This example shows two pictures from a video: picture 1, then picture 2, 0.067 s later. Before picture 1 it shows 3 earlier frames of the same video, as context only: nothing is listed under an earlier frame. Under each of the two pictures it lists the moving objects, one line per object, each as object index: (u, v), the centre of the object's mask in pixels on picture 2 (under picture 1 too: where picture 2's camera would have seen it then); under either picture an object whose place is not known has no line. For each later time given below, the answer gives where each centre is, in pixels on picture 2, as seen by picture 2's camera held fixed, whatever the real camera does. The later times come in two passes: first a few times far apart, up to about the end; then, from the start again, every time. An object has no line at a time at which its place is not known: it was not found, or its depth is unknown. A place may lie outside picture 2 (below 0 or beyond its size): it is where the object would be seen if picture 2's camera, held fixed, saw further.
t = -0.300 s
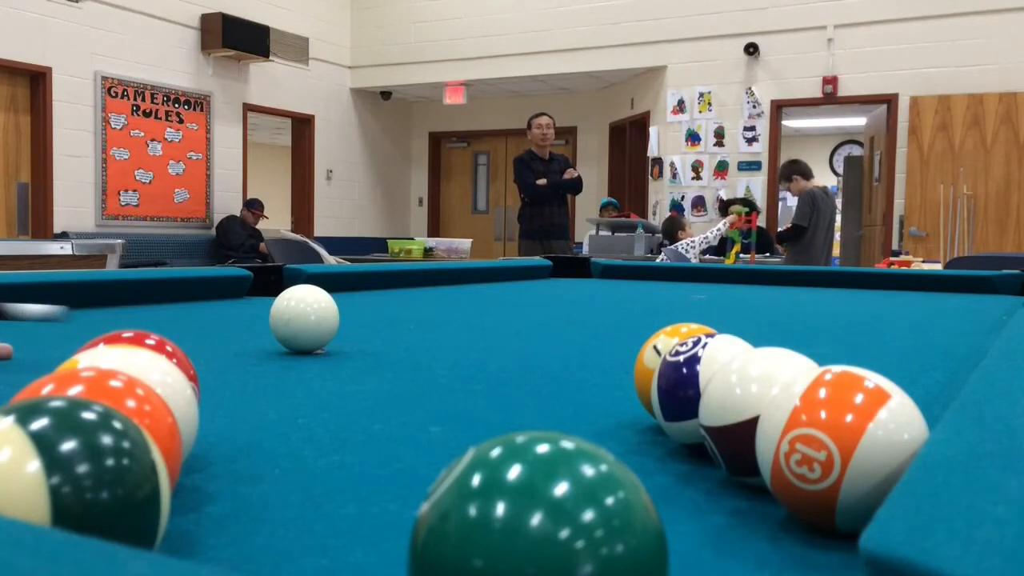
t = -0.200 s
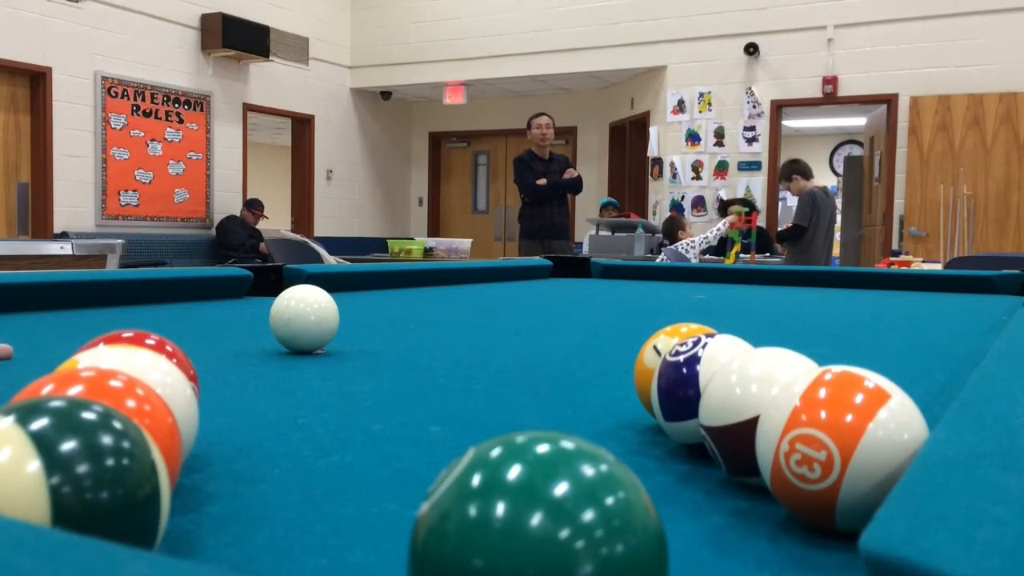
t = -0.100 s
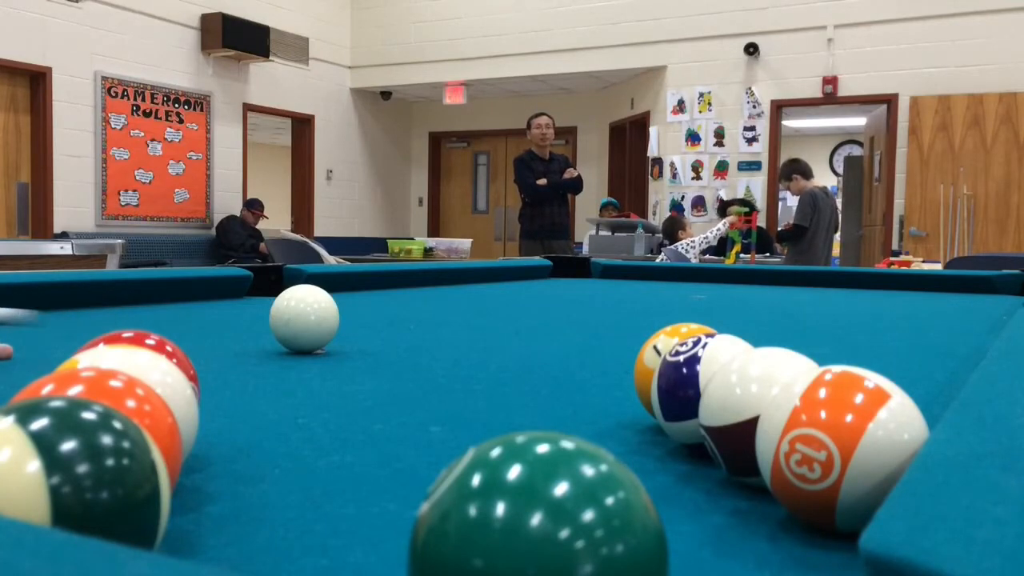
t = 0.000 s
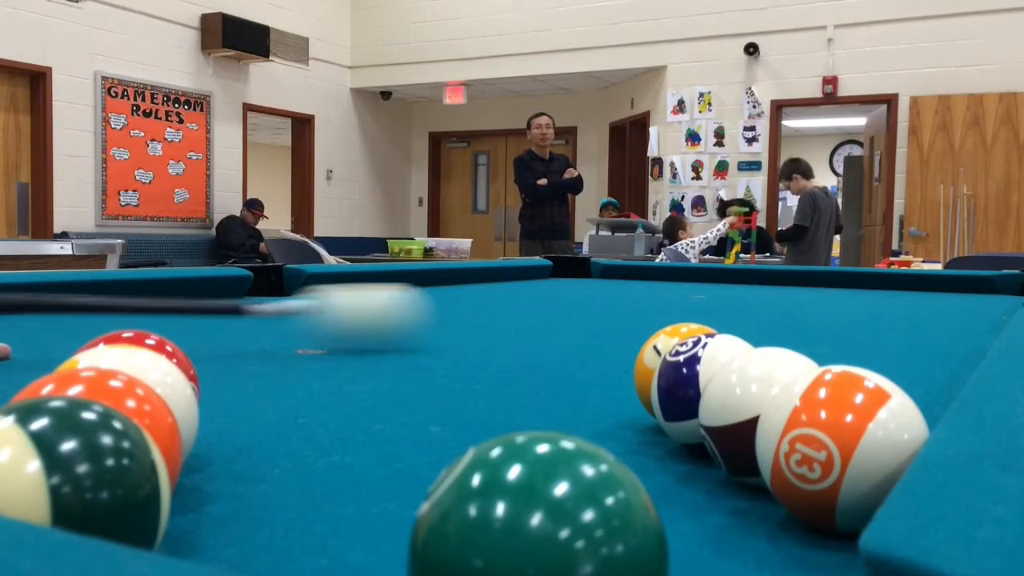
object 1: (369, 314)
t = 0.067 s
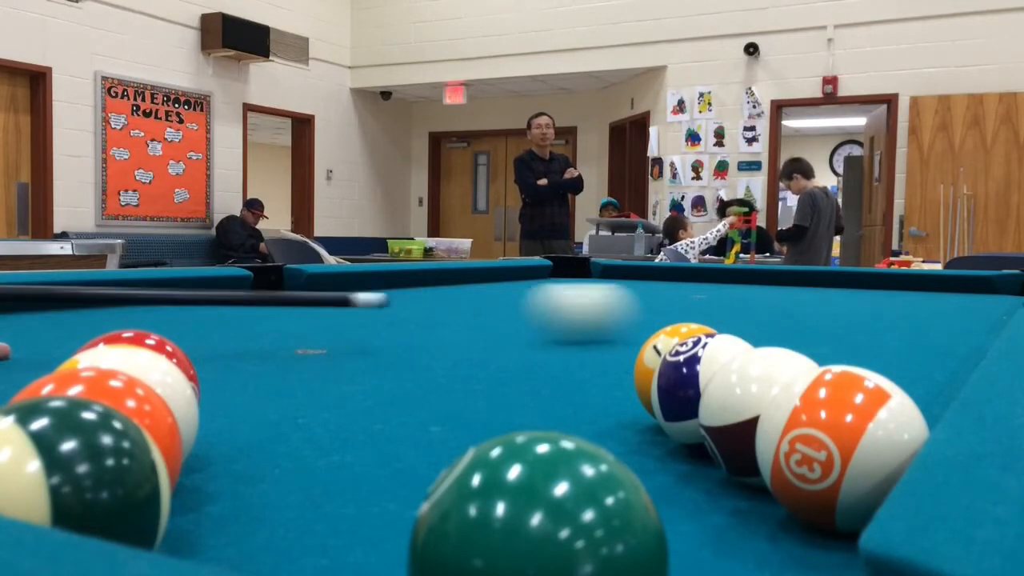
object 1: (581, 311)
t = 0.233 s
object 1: (950, 303)
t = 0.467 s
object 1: (877, 286)
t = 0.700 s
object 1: (808, 276)
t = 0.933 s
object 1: (693, 273)
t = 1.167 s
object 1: (558, 271)
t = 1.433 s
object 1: (476, 273)
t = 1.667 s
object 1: (476, 279)
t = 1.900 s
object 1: (476, 286)
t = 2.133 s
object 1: (475, 294)
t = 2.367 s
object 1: (474, 307)
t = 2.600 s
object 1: (472, 324)
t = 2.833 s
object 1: (468, 352)
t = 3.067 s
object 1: (456, 398)
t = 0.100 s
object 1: (668, 305)
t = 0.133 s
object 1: (754, 307)
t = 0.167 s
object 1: (825, 306)
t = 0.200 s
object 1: (891, 304)
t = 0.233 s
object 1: (950, 303)
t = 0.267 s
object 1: (995, 301)
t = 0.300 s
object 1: (975, 298)
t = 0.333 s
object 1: (948, 294)
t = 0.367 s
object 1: (925, 292)
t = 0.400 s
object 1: (907, 290)
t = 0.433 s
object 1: (891, 287)
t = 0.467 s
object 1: (877, 286)
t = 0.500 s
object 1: (865, 284)
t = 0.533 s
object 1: (854, 282)
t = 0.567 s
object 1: (844, 281)
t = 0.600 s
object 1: (834, 279)
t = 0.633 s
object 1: (825, 278)
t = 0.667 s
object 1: (816, 277)
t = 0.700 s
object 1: (808, 276)
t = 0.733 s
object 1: (801, 275)
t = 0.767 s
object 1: (791, 273)
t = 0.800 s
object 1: (773, 273)
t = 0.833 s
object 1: (753, 273)
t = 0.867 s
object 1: (732, 273)
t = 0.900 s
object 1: (712, 273)
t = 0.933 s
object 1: (693, 273)
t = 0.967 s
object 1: (674, 273)
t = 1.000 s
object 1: (655, 272)
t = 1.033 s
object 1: (635, 272)
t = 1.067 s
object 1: (616, 272)
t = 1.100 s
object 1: (597, 271)
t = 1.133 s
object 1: (577, 271)
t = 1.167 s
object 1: (558, 271)
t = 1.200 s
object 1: (538, 271)
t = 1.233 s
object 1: (519, 270)
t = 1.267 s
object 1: (499, 271)
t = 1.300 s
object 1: (479, 270)
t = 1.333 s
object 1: (471, 271)
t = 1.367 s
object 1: (474, 272)
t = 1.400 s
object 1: (475, 273)
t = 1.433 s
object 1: (476, 273)
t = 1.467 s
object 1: (476, 274)
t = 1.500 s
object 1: (476, 275)
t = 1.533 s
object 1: (476, 275)
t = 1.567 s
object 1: (476, 276)
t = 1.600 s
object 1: (476, 277)
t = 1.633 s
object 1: (476, 278)
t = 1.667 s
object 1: (476, 279)
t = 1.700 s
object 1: (476, 279)
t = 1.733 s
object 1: (476, 280)
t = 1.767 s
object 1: (476, 281)
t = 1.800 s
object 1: (476, 282)
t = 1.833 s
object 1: (476, 283)
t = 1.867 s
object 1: (476, 284)
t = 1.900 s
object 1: (476, 286)
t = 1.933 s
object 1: (476, 287)
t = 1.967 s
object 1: (476, 288)
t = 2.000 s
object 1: (476, 289)
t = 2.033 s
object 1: (476, 290)
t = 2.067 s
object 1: (476, 291)
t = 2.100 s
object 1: (475, 293)
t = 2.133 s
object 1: (475, 294)
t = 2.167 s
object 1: (475, 296)
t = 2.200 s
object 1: (475, 297)
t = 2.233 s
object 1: (474, 299)
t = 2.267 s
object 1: (474, 301)
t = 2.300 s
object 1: (474, 302)
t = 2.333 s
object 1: (474, 304)
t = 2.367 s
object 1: (474, 307)
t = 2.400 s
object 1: (474, 308)
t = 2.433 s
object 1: (473, 311)
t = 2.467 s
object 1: (473, 313)
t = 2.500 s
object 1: (473, 316)
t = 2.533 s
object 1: (473, 318)
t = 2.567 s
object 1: (472, 321)
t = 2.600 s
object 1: (472, 324)
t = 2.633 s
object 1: (472, 327)
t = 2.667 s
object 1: (471, 331)
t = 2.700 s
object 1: (471, 334)
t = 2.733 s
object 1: (470, 338)
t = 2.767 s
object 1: (470, 343)
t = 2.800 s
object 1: (469, 347)
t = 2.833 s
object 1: (468, 352)
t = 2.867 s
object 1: (468, 358)
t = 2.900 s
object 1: (466, 364)
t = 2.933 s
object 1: (465, 371)
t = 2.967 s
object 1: (464, 378)
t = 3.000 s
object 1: (462, 385)
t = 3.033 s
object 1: (460, 391)
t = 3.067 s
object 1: (456, 398)
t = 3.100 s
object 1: (452, 406)
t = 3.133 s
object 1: (446, 414)
